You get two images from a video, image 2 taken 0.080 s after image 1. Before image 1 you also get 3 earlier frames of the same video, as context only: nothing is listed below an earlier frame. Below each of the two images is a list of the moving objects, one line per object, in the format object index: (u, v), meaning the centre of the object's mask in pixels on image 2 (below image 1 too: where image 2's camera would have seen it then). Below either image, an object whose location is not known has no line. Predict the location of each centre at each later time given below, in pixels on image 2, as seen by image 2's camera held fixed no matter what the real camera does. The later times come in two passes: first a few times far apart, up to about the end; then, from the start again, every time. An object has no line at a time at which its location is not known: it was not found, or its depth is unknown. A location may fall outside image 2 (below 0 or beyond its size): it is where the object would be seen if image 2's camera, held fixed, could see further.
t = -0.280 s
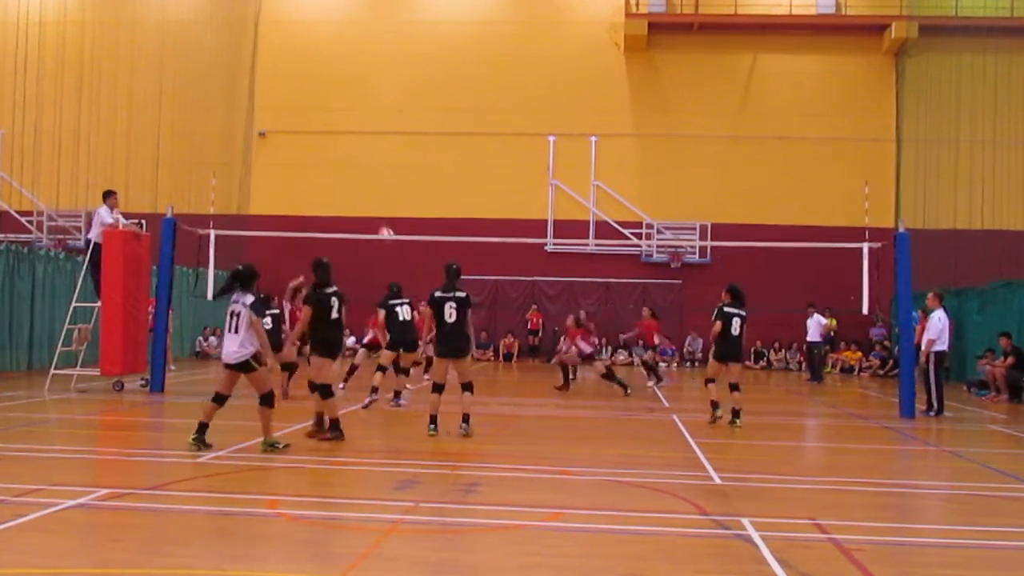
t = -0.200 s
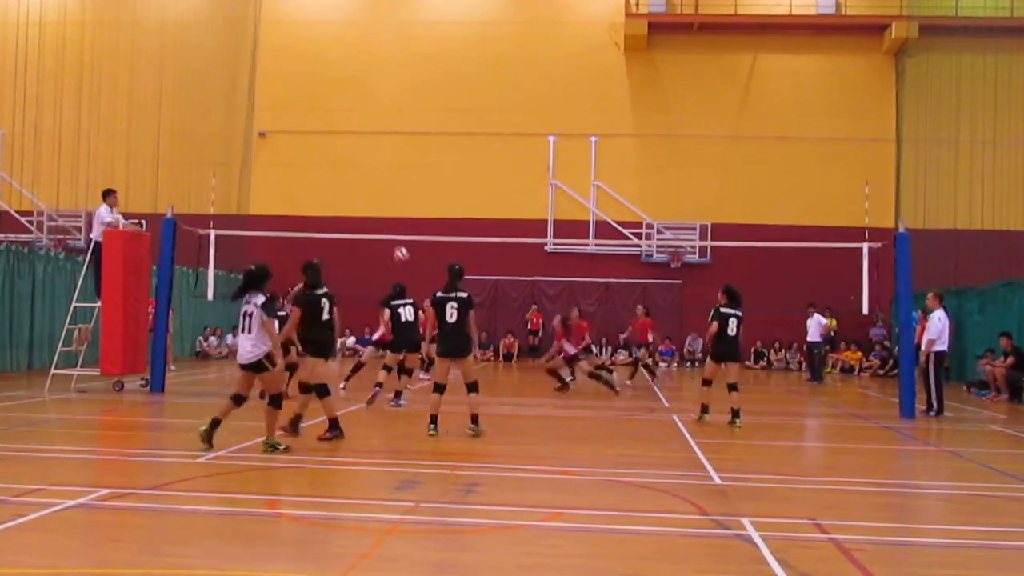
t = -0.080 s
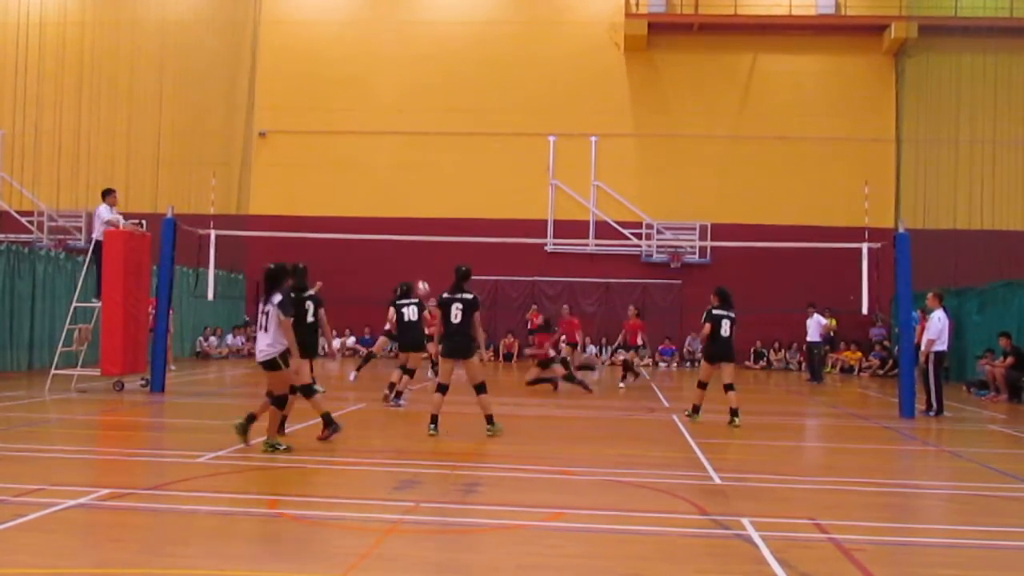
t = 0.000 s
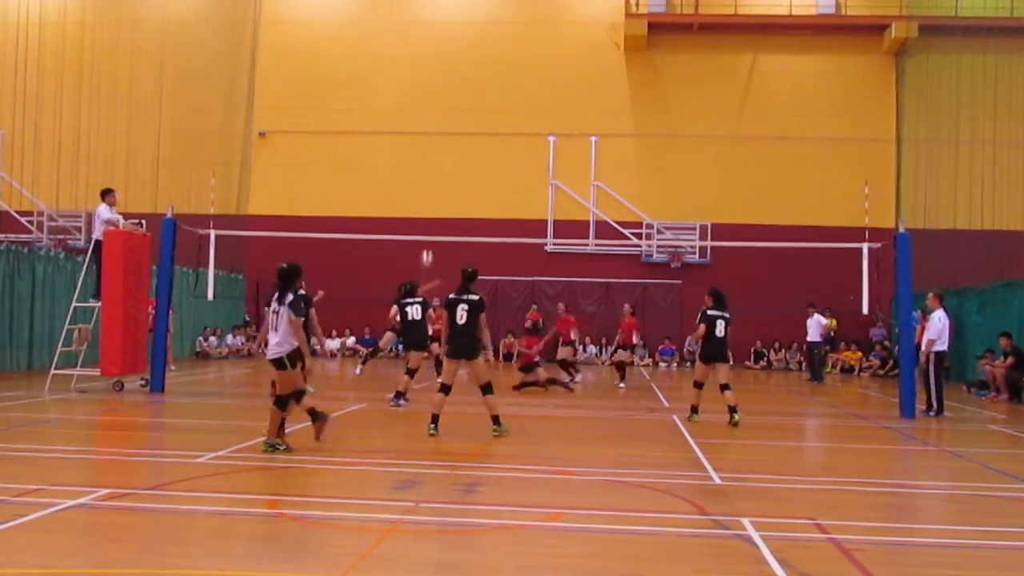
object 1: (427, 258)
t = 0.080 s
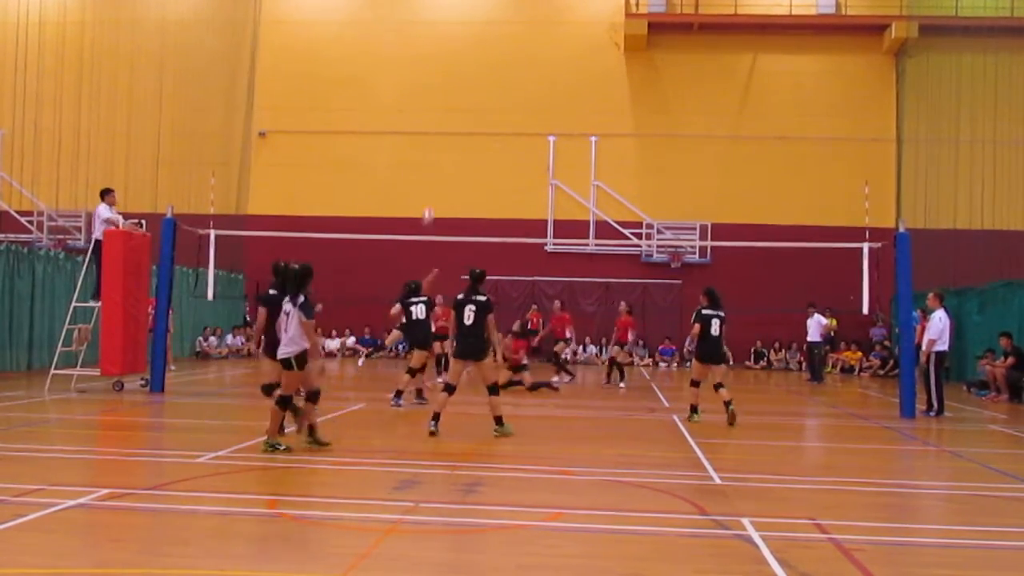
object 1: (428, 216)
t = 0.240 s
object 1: (428, 148)
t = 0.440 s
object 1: (429, 87)
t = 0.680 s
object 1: (429, 48)
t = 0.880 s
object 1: (429, 43)
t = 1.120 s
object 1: (427, 68)
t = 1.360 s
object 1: (425, 127)
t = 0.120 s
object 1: (428, 197)
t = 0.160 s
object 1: (428, 179)
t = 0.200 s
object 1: (428, 163)
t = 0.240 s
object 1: (428, 148)
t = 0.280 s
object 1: (429, 134)
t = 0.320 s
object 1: (428, 120)
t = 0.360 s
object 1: (429, 108)
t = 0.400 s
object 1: (429, 97)
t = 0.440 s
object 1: (429, 87)
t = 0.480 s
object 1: (429, 78)
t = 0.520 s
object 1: (429, 71)
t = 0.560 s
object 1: (429, 64)
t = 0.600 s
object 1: (429, 58)
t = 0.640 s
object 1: (429, 52)
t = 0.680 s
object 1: (429, 48)
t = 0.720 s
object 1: (429, 45)
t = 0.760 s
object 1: (429, 44)
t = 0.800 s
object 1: (429, 43)
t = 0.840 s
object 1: (429, 43)
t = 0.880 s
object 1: (429, 43)
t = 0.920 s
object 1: (428, 45)
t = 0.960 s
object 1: (428, 48)
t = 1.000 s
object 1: (428, 51)
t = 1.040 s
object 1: (428, 56)
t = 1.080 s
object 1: (428, 61)
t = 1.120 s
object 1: (427, 68)
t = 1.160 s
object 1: (427, 75)
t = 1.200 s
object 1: (427, 84)
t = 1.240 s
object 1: (426, 94)
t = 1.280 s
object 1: (426, 103)
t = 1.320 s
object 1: (426, 114)
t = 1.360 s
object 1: (425, 127)
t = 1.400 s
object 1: (424, 141)
